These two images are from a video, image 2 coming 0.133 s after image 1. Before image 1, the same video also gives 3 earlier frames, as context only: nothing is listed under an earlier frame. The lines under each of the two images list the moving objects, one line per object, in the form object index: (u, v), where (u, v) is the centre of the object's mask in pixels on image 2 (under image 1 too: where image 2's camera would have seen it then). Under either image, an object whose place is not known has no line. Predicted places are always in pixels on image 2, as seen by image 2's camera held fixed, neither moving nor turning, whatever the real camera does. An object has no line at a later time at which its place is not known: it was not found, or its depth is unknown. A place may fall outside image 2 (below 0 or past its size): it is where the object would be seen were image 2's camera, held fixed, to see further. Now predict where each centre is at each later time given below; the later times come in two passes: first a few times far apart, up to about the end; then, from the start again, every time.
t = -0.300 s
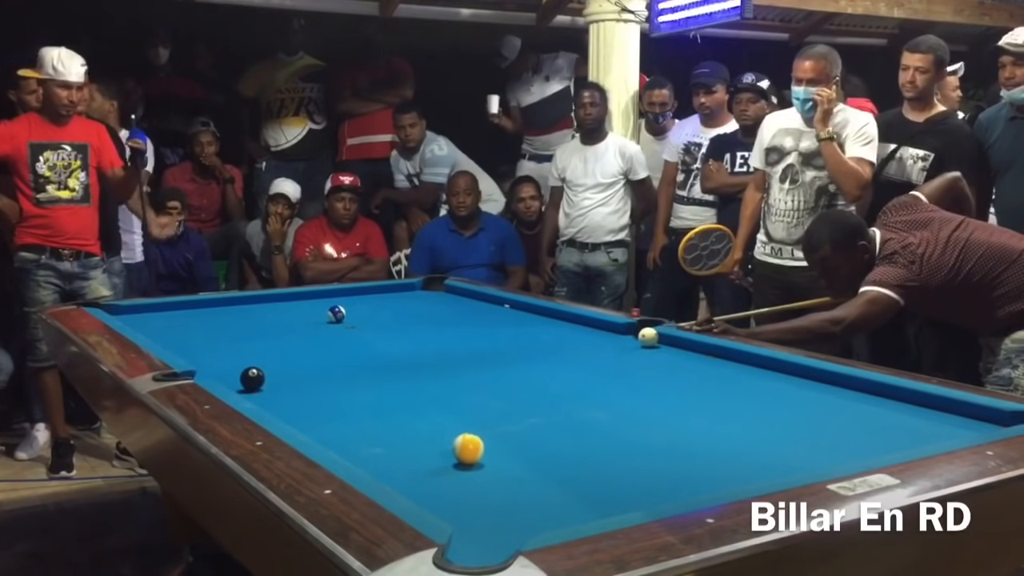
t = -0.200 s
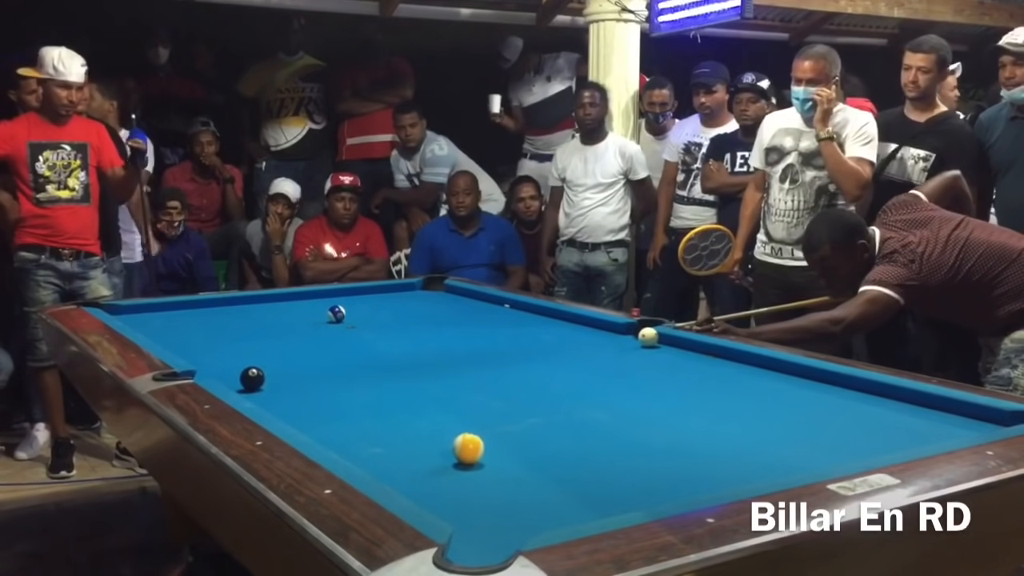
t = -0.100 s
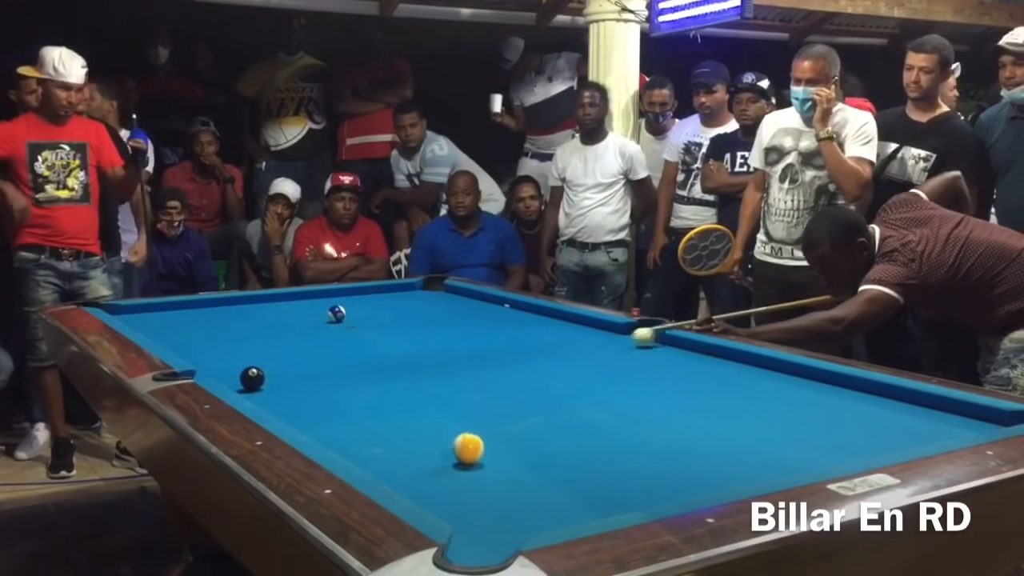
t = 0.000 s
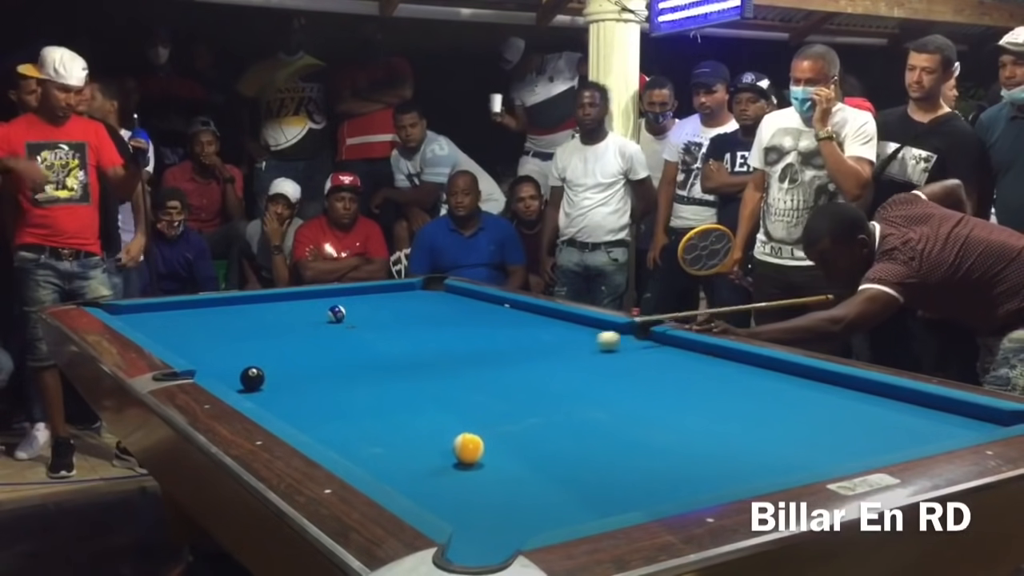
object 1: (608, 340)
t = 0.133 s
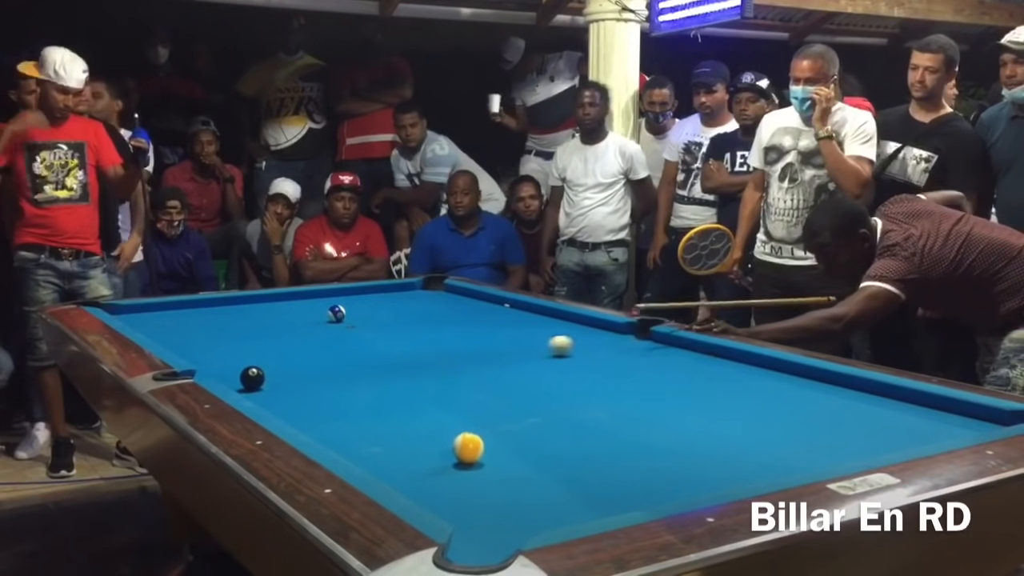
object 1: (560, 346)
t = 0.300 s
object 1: (497, 353)
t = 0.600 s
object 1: (376, 366)
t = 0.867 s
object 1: (276, 378)
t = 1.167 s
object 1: (245, 384)
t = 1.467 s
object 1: (250, 386)
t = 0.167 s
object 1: (548, 347)
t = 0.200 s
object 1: (535, 348)
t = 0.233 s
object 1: (523, 350)
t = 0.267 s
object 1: (510, 351)
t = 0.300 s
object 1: (497, 353)
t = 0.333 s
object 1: (484, 354)
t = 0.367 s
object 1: (471, 355)
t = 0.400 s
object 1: (458, 357)
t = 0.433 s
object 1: (444, 358)
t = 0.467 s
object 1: (431, 360)
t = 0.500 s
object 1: (417, 361)
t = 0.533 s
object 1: (404, 363)
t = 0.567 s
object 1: (390, 364)
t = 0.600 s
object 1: (376, 366)
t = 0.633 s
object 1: (361, 367)
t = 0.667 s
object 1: (347, 369)
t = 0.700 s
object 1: (332, 370)
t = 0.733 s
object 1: (317, 372)
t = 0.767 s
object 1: (303, 373)
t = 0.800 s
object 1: (288, 375)
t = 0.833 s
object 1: (277, 377)
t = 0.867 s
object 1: (276, 378)
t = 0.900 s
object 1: (273, 378)
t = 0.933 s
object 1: (269, 379)
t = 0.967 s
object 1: (266, 380)
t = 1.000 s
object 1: (262, 380)
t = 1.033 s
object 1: (258, 381)
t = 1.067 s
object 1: (255, 382)
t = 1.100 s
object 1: (251, 383)
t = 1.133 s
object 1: (248, 384)
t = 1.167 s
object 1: (245, 384)
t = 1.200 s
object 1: (242, 384)
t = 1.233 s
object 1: (238, 384)
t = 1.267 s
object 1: (235, 383)
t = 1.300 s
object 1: (236, 383)
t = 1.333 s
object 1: (239, 383)
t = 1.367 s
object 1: (242, 384)
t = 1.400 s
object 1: (244, 385)
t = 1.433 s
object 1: (247, 386)
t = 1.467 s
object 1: (250, 386)
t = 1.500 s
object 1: (252, 386)
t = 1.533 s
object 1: (254, 386)
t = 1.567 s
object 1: (257, 385)
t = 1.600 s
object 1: (260, 385)
